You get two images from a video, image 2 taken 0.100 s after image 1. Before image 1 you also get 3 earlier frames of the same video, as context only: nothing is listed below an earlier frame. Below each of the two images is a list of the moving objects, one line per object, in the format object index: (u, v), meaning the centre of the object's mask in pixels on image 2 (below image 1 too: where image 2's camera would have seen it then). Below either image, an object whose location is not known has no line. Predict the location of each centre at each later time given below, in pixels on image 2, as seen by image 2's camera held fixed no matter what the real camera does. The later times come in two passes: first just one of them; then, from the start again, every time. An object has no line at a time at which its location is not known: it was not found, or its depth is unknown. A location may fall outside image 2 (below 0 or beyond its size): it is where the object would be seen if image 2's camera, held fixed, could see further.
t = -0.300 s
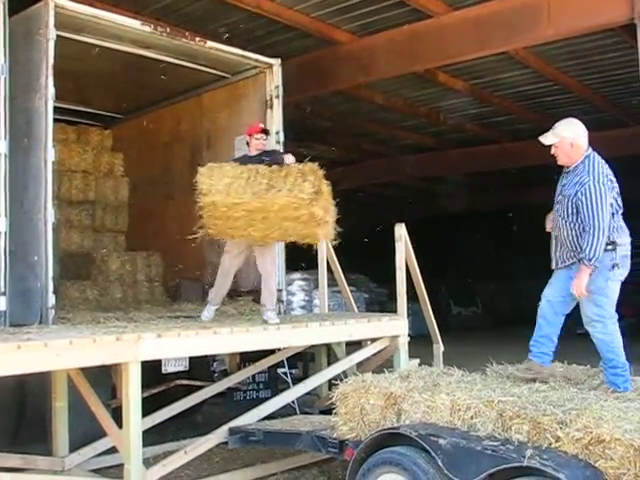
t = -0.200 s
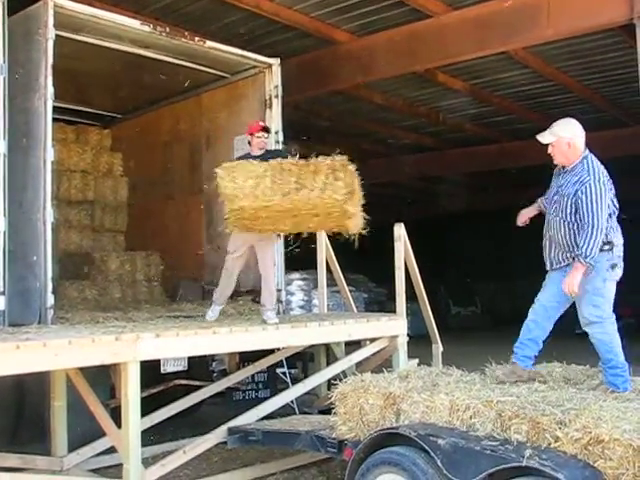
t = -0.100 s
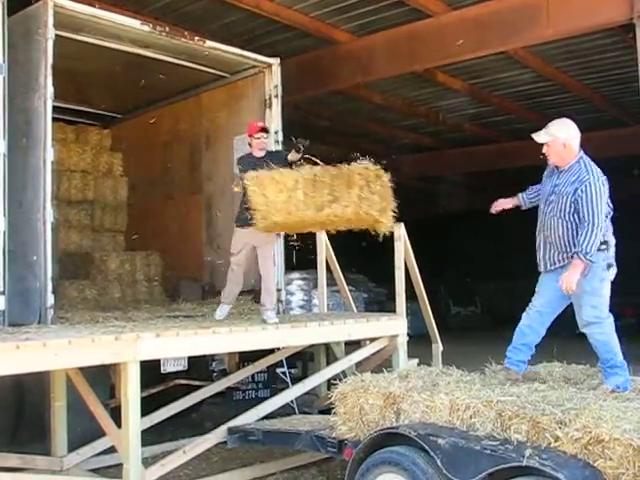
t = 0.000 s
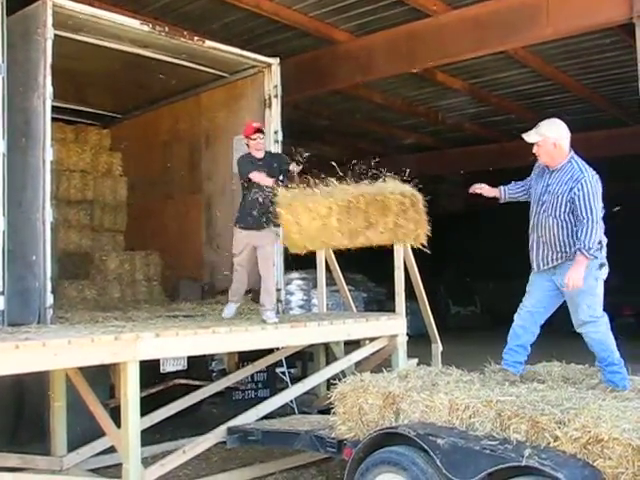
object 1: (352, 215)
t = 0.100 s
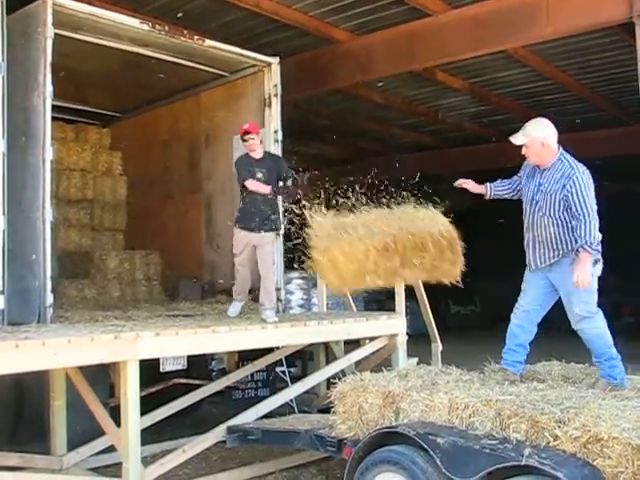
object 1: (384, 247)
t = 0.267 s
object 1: (438, 328)
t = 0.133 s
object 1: (395, 261)
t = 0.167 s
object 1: (408, 277)
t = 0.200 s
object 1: (419, 294)
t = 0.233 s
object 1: (430, 313)
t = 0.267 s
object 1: (438, 328)
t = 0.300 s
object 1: (440, 336)
